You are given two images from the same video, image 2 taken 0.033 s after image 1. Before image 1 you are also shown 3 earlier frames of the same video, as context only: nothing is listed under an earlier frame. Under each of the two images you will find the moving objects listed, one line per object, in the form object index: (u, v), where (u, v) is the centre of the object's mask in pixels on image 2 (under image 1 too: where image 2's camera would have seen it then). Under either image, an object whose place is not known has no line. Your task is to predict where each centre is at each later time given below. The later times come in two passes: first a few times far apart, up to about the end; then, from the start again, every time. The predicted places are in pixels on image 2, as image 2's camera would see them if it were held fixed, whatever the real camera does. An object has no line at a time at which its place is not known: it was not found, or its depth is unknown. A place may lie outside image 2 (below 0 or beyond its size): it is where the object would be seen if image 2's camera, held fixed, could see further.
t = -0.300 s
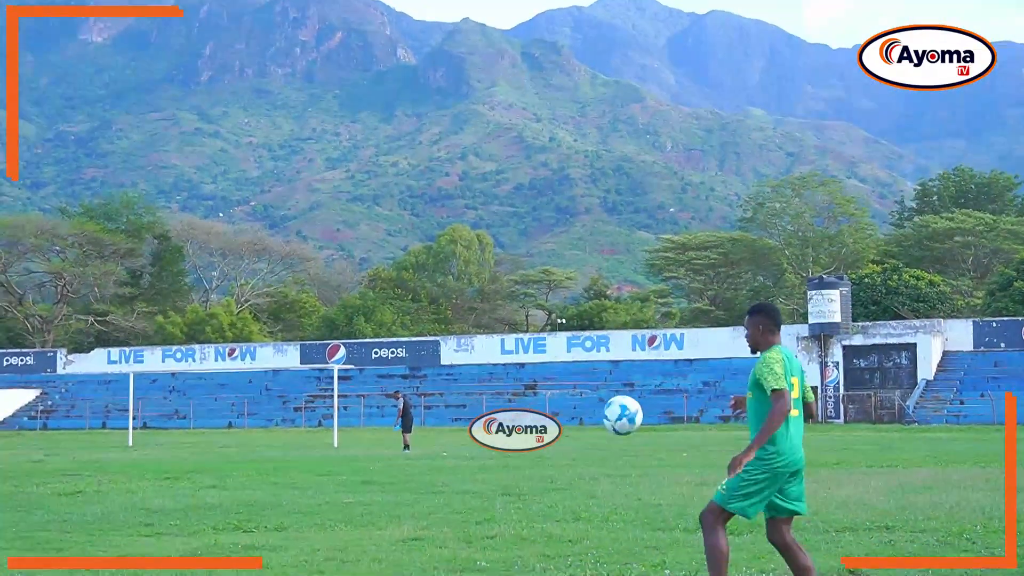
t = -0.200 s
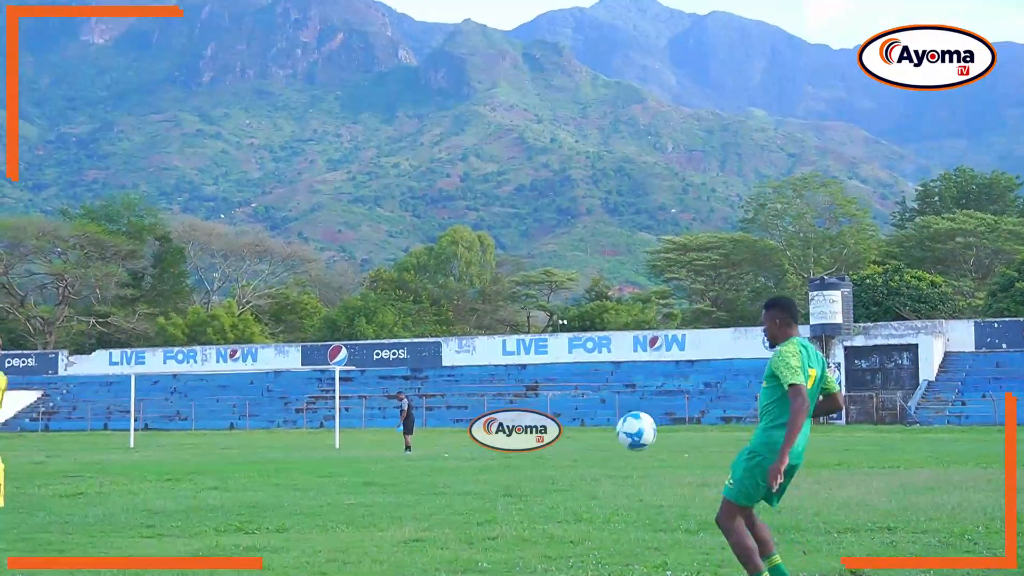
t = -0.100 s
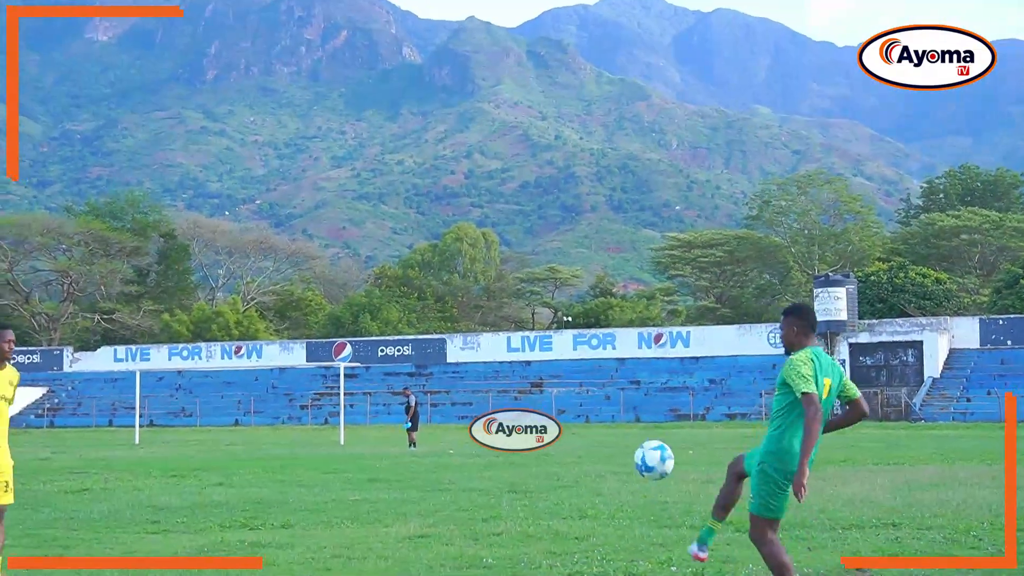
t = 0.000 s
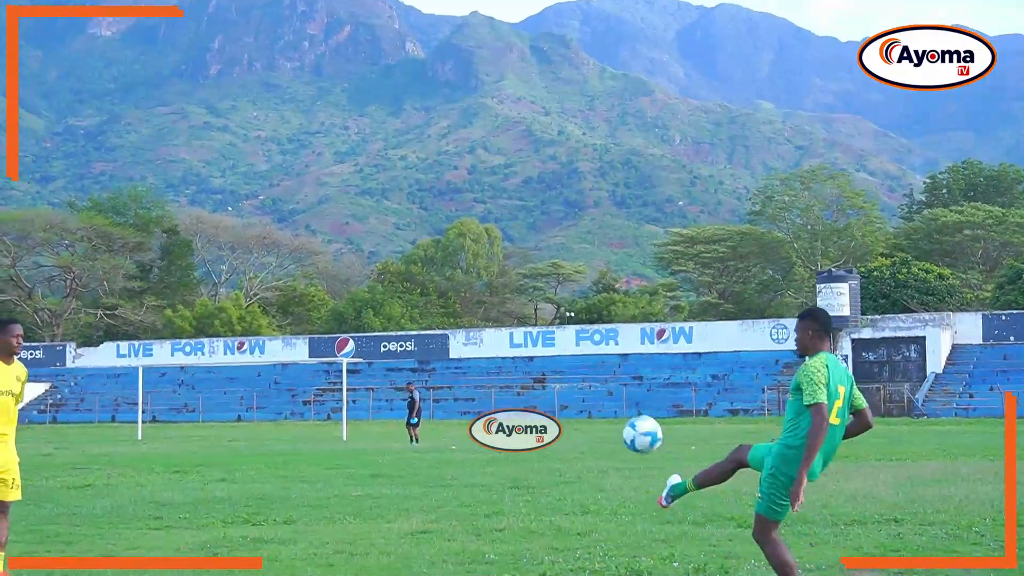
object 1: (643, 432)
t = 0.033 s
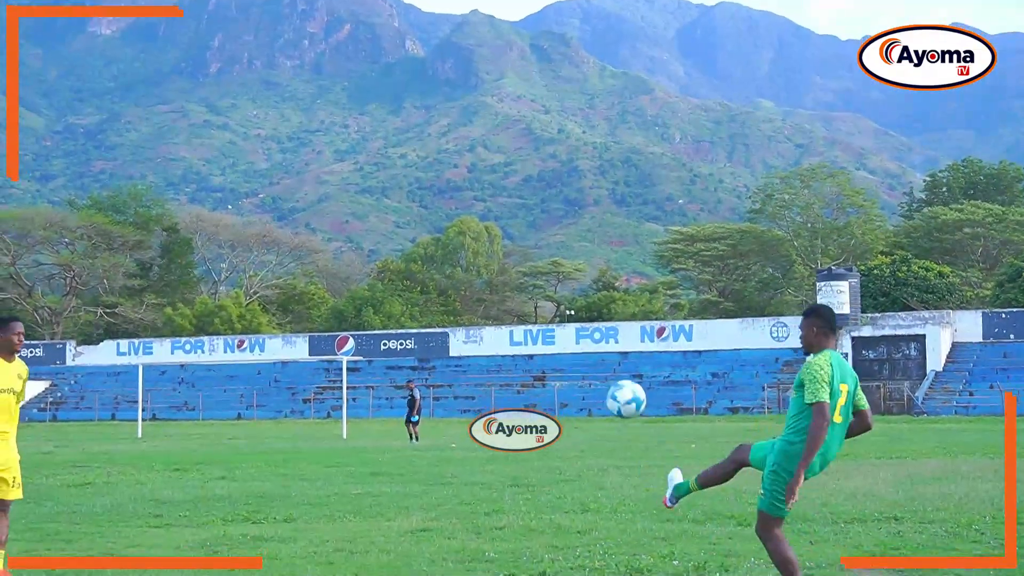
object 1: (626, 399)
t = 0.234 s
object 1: (533, 241)
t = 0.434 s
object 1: (447, 156)
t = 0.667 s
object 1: (352, 141)
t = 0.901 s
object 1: (265, 212)
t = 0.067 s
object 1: (610, 368)
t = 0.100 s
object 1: (594, 338)
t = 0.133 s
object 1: (578, 311)
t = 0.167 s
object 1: (563, 286)
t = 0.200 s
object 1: (548, 263)
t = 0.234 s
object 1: (533, 241)
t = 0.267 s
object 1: (518, 223)
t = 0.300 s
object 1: (503, 206)
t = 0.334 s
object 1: (489, 190)
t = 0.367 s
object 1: (475, 177)
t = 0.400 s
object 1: (461, 166)
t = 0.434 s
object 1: (447, 156)
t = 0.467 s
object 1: (433, 149)
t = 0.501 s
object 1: (419, 142)
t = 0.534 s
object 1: (405, 139)
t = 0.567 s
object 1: (392, 136)
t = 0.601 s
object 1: (379, 135)
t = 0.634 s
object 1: (365, 137)
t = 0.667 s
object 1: (352, 141)
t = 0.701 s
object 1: (340, 146)
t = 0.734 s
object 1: (327, 152)
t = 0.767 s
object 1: (314, 161)
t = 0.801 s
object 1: (302, 171)
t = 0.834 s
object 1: (290, 183)
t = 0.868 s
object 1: (277, 196)
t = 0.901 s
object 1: (265, 212)
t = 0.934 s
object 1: (254, 228)
